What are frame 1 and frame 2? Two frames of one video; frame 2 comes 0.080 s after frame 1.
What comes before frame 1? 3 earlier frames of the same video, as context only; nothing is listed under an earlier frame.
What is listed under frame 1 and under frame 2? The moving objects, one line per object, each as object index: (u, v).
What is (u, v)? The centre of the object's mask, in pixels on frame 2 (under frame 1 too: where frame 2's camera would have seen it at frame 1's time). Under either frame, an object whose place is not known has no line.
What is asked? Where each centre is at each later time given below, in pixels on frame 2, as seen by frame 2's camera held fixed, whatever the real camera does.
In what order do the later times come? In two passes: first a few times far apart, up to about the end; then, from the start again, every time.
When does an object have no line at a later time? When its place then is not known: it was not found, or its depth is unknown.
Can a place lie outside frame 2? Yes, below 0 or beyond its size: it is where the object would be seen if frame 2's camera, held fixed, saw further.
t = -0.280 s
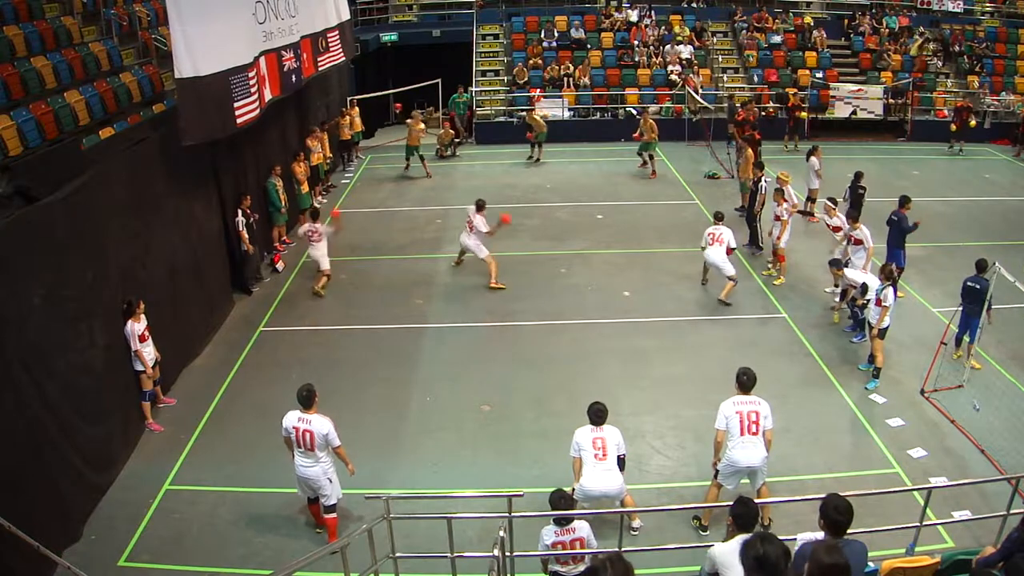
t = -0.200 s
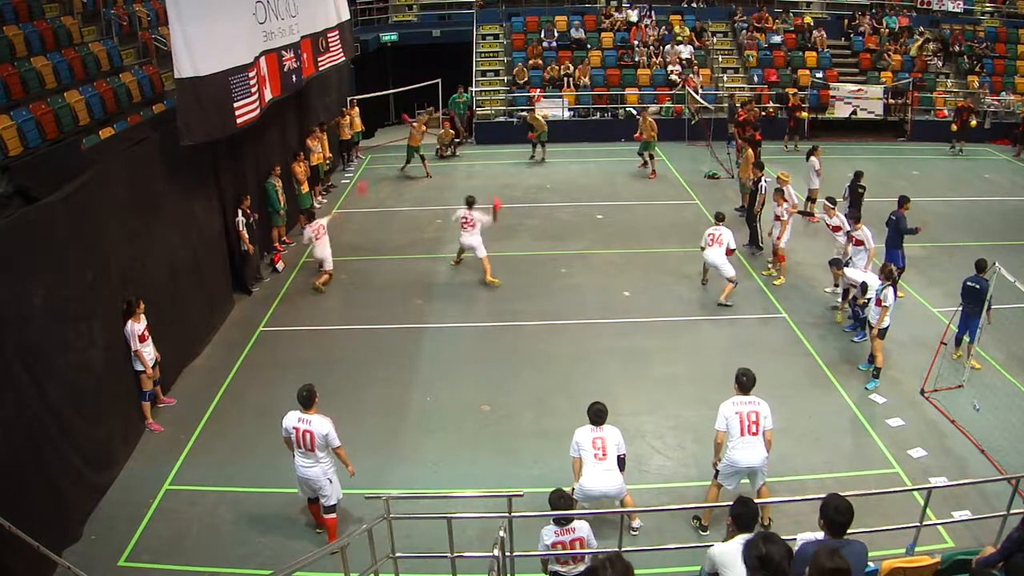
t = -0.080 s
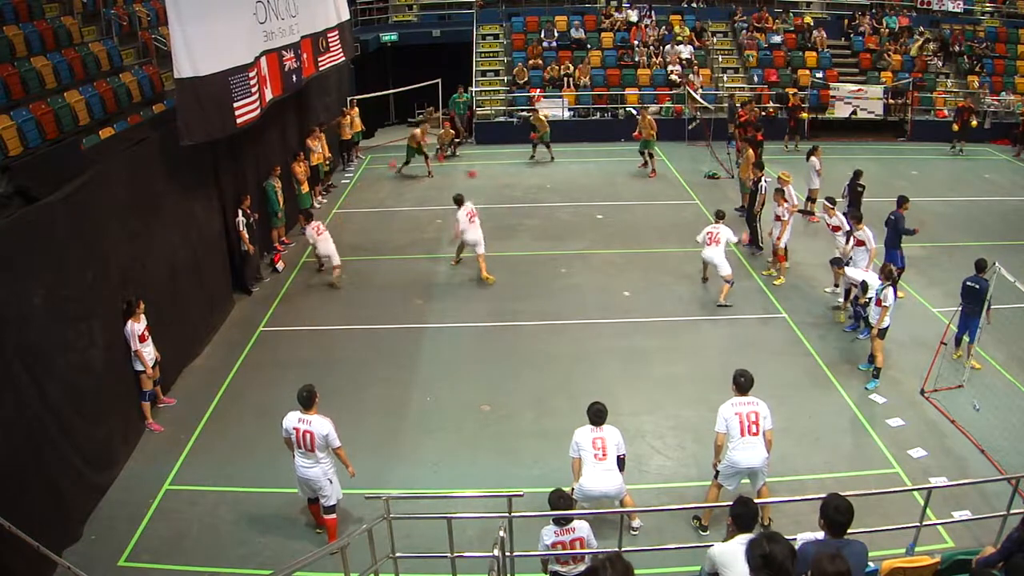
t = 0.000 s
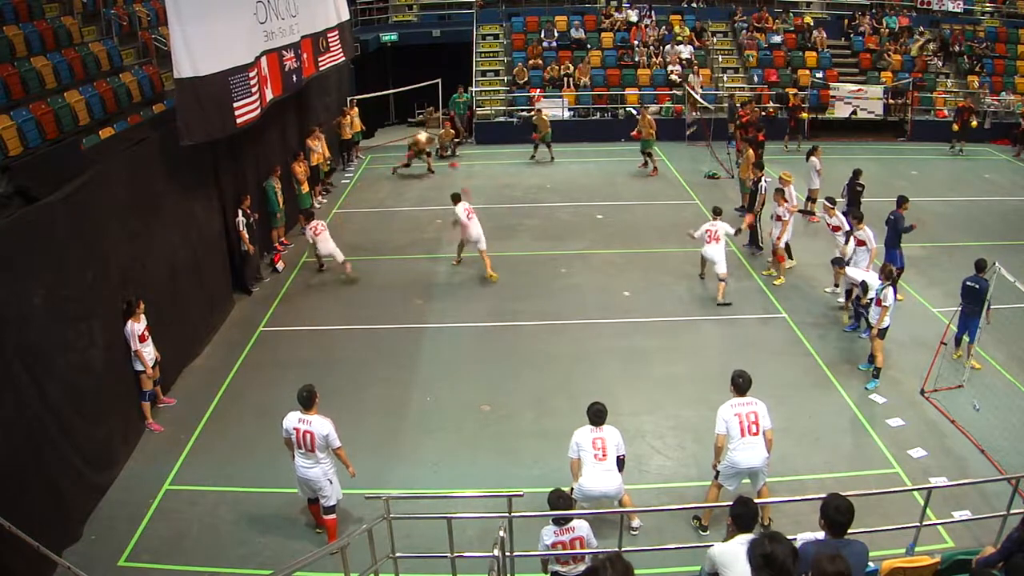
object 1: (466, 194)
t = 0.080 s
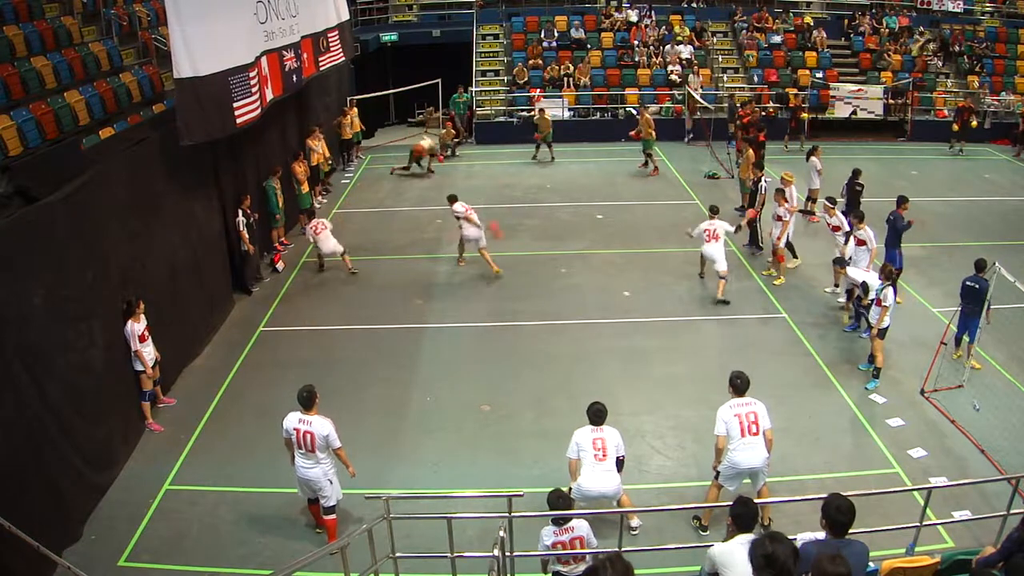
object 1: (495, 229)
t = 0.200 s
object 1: (547, 306)
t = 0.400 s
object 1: (619, 370)
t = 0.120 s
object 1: (512, 252)
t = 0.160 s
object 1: (530, 279)
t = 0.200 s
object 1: (547, 306)
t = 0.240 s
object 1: (568, 335)
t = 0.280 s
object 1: (579, 342)
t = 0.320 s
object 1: (592, 349)
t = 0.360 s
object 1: (605, 358)
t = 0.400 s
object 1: (619, 370)
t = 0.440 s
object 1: (635, 384)
